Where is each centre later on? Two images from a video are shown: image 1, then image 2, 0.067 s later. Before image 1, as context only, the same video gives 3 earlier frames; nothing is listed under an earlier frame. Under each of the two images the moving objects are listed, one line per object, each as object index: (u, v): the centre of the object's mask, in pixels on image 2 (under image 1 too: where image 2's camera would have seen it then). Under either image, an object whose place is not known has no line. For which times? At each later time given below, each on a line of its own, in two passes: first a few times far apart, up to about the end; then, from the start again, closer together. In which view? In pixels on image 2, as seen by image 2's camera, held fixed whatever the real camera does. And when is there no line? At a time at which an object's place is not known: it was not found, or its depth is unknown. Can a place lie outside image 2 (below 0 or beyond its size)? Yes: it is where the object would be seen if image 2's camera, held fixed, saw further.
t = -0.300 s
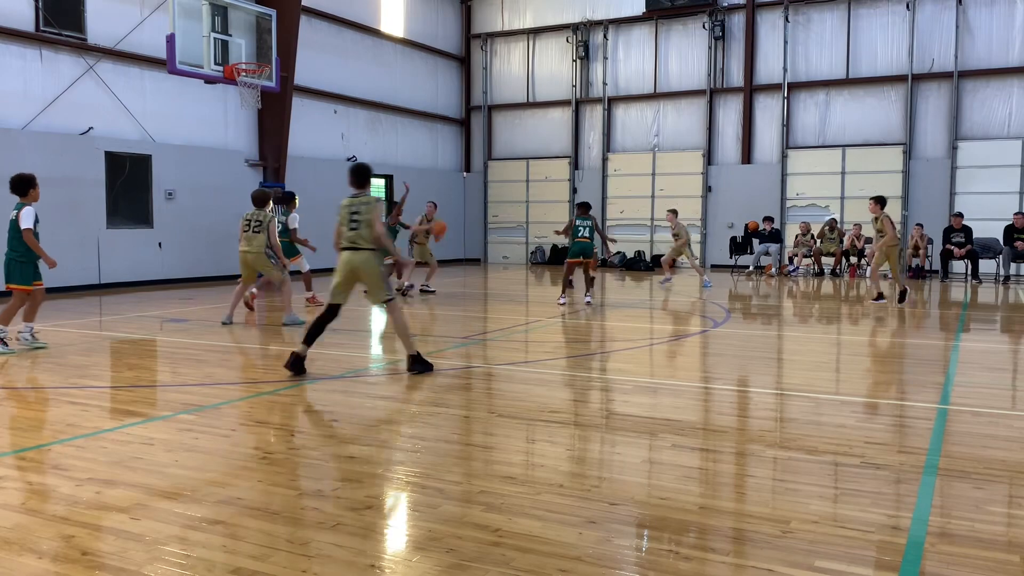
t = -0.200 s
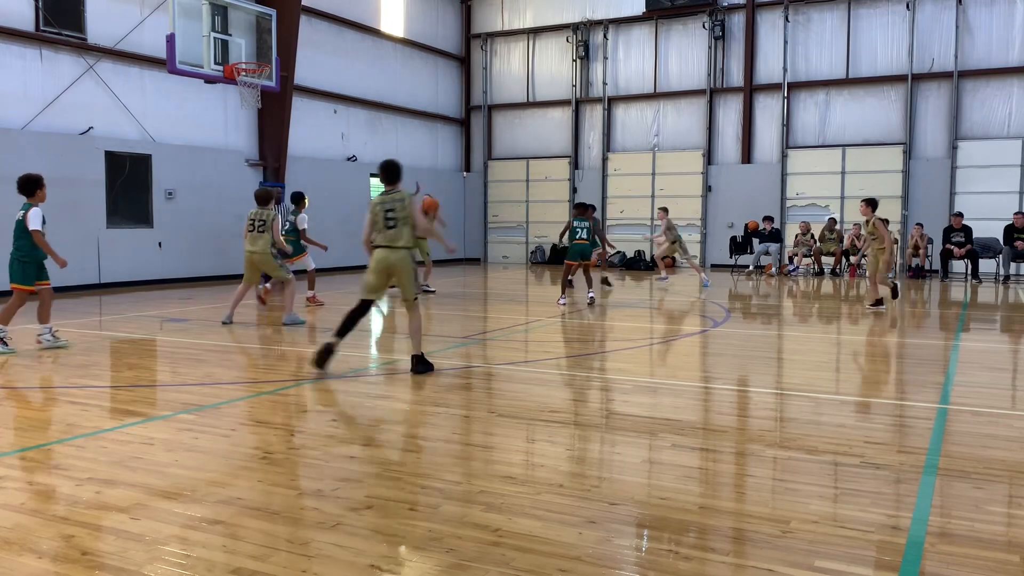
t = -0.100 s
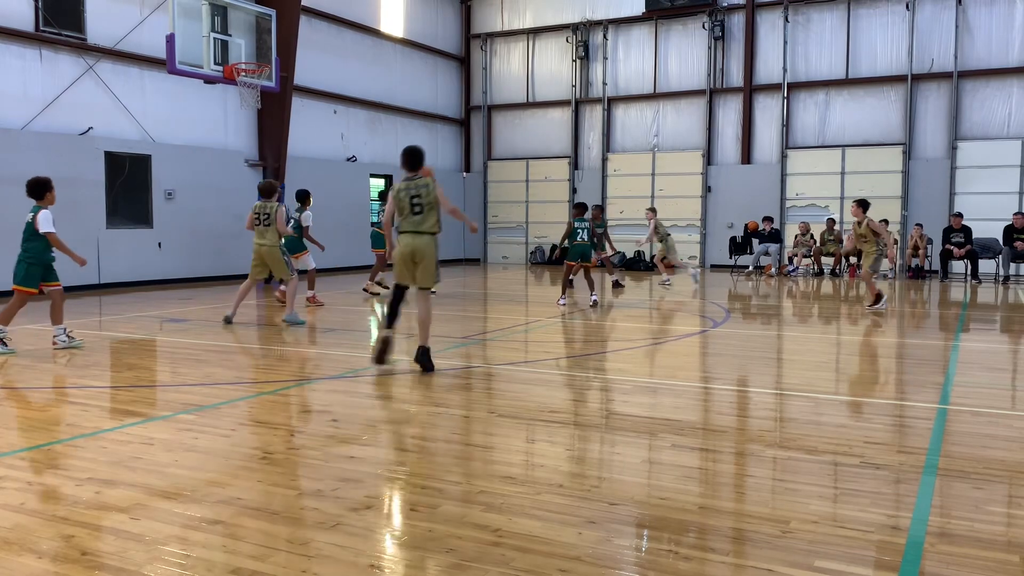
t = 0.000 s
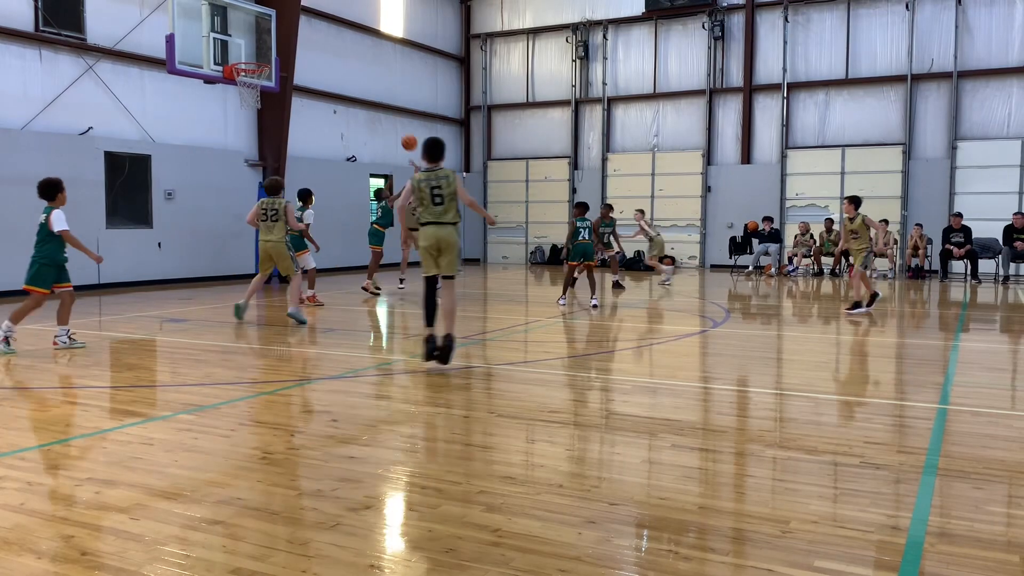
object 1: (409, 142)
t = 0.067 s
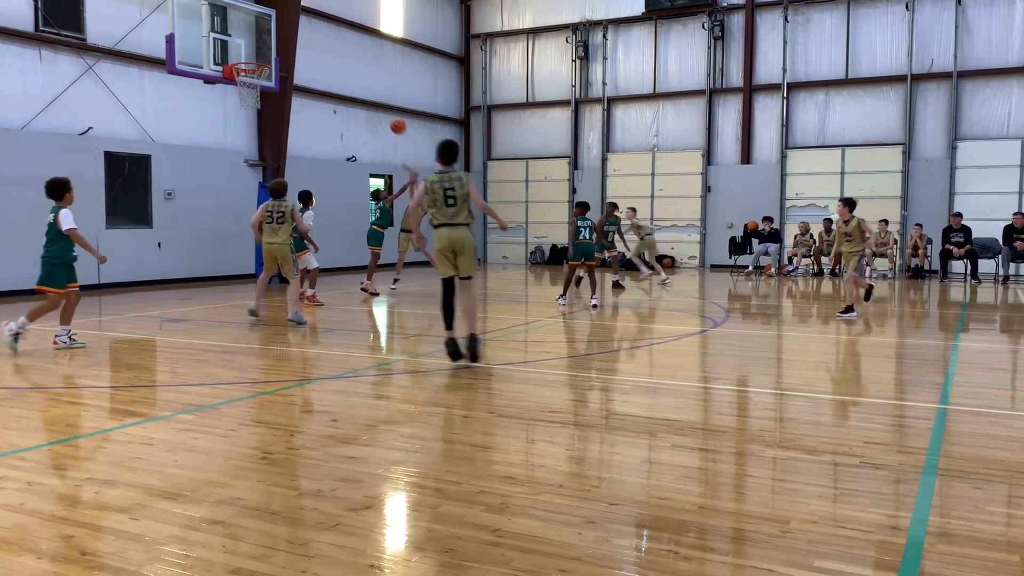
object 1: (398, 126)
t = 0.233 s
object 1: (370, 96)
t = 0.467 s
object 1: (330, 88)
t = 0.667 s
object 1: (296, 113)
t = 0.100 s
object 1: (392, 117)
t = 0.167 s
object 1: (381, 104)
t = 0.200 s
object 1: (375, 100)
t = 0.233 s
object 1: (370, 96)
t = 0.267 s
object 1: (364, 93)
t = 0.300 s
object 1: (358, 90)
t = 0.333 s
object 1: (352, 88)
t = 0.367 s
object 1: (347, 87)
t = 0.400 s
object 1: (341, 87)
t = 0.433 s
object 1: (335, 87)
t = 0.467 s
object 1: (330, 88)
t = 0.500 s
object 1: (324, 90)
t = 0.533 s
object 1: (318, 93)
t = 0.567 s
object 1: (313, 97)
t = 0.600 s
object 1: (307, 101)
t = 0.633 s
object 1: (301, 107)
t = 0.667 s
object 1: (296, 113)
